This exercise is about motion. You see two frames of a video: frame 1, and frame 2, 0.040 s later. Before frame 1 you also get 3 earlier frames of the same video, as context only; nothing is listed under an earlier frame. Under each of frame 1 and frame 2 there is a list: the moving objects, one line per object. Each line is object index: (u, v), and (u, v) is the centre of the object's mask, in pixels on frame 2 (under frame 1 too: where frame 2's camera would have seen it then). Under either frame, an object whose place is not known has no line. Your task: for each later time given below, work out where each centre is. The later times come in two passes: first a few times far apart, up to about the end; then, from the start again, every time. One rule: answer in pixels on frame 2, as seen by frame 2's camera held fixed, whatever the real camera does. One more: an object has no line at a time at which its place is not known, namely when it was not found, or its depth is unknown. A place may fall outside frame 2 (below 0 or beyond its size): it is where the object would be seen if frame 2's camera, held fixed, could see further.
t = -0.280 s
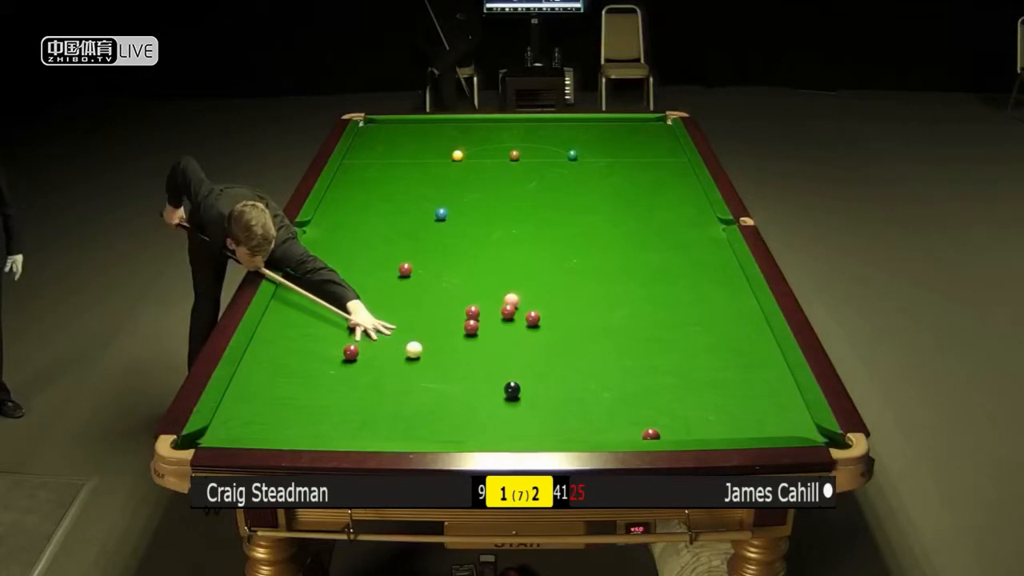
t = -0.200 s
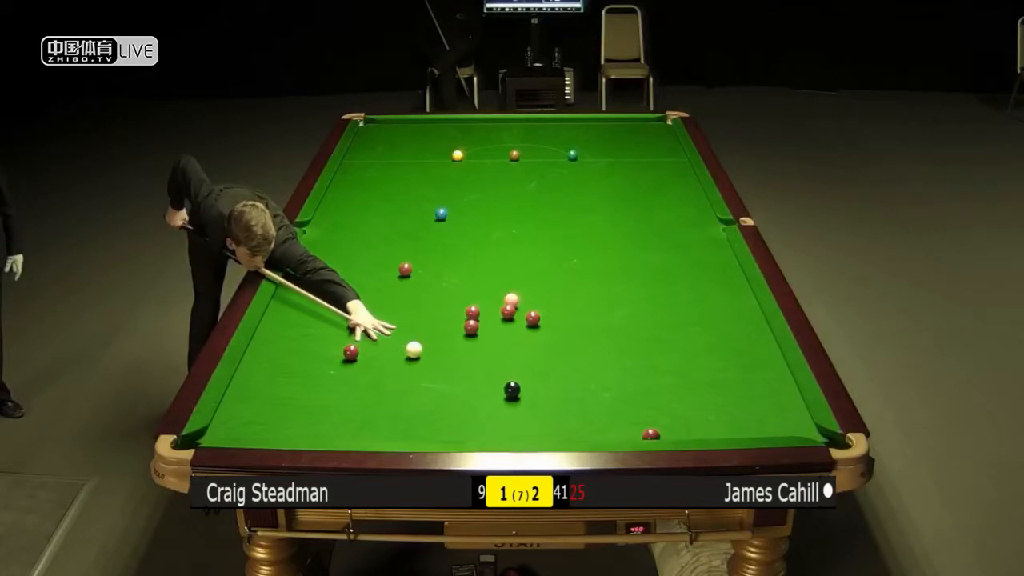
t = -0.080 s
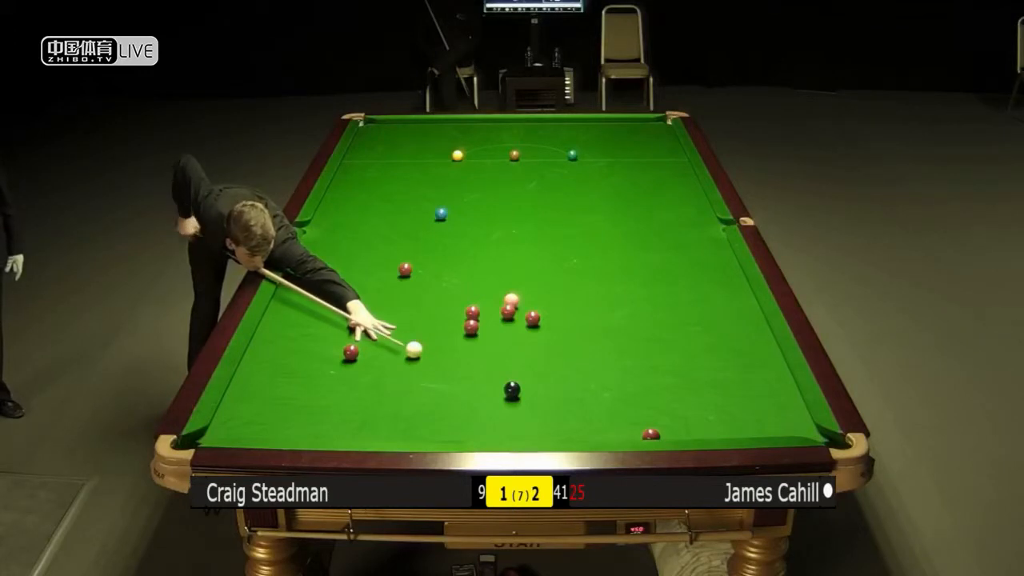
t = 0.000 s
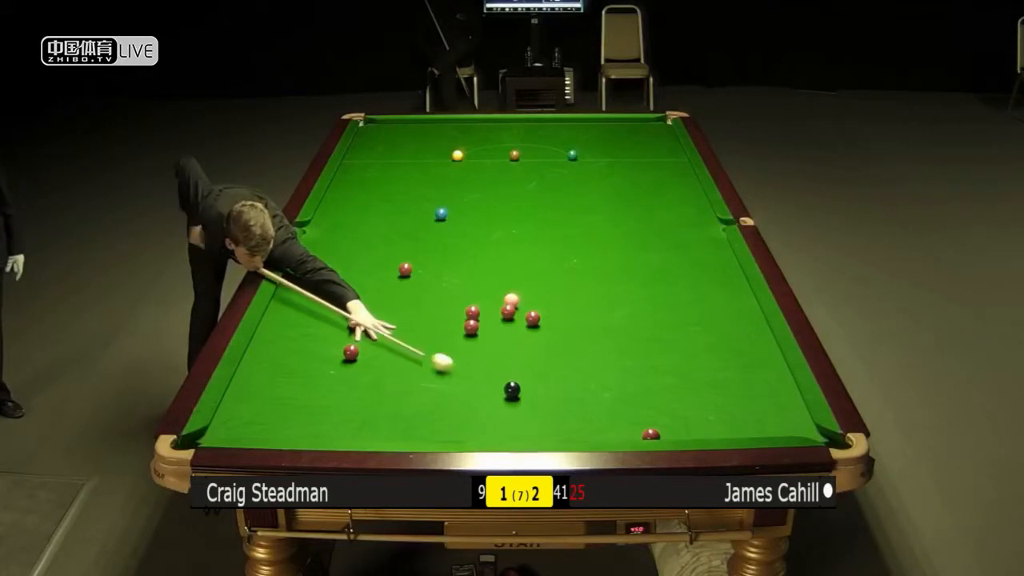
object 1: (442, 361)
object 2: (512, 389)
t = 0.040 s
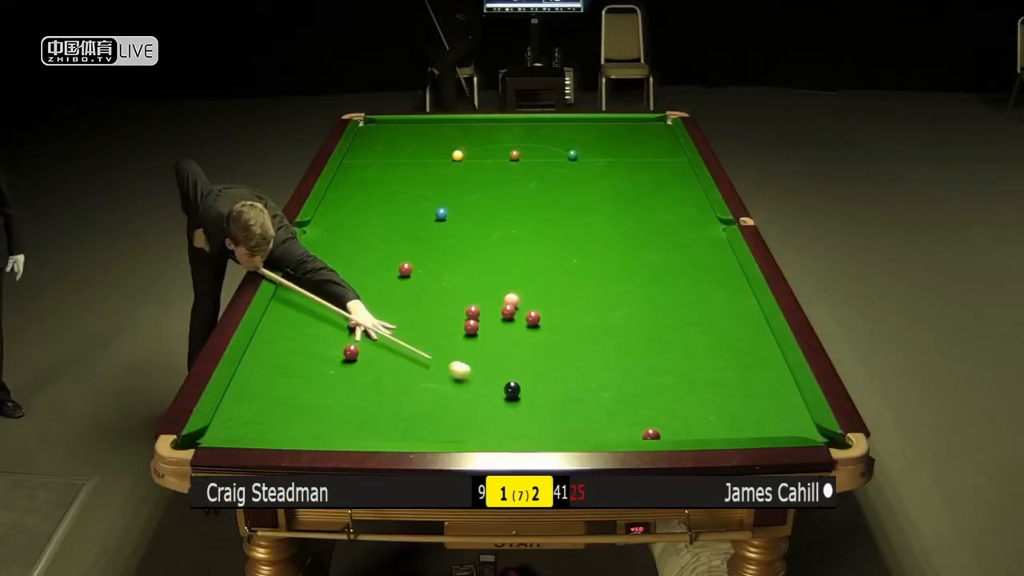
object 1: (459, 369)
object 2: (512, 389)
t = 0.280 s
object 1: (490, 402)
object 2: (578, 400)
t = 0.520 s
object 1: (485, 426)
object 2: (659, 412)
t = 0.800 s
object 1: (475, 427)
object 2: (748, 425)
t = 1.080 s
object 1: (464, 411)
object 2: (833, 441)
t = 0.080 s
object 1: (476, 377)
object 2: (512, 389)
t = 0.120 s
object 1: (493, 384)
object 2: (512, 389)
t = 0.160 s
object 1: (493, 389)
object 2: (529, 392)
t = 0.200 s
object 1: (492, 394)
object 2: (546, 395)
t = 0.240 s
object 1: (491, 398)
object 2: (563, 398)
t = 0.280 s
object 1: (490, 402)
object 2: (578, 400)
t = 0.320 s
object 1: (490, 406)
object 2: (594, 402)
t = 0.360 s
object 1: (489, 410)
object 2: (608, 404)
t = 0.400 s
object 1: (488, 414)
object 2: (621, 406)
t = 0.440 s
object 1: (487, 418)
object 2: (633, 408)
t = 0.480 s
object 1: (486, 423)
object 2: (646, 410)
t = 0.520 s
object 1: (485, 426)
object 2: (659, 412)
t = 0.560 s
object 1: (485, 430)
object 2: (672, 414)
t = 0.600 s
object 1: (484, 433)
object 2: (684, 416)
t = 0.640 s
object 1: (483, 436)
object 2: (697, 418)
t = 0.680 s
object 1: (481, 433)
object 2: (710, 419)
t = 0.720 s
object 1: (479, 431)
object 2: (723, 421)
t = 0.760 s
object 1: (477, 429)
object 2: (736, 423)
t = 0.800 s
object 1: (475, 427)
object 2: (748, 425)
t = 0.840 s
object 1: (473, 425)
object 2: (761, 426)
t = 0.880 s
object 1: (472, 422)
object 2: (773, 428)
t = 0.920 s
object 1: (470, 420)
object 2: (786, 429)
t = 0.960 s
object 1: (468, 418)
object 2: (799, 430)
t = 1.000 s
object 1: (467, 415)
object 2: (811, 432)
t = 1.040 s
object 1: (465, 413)
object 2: (823, 435)
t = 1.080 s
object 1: (464, 411)
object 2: (833, 441)
